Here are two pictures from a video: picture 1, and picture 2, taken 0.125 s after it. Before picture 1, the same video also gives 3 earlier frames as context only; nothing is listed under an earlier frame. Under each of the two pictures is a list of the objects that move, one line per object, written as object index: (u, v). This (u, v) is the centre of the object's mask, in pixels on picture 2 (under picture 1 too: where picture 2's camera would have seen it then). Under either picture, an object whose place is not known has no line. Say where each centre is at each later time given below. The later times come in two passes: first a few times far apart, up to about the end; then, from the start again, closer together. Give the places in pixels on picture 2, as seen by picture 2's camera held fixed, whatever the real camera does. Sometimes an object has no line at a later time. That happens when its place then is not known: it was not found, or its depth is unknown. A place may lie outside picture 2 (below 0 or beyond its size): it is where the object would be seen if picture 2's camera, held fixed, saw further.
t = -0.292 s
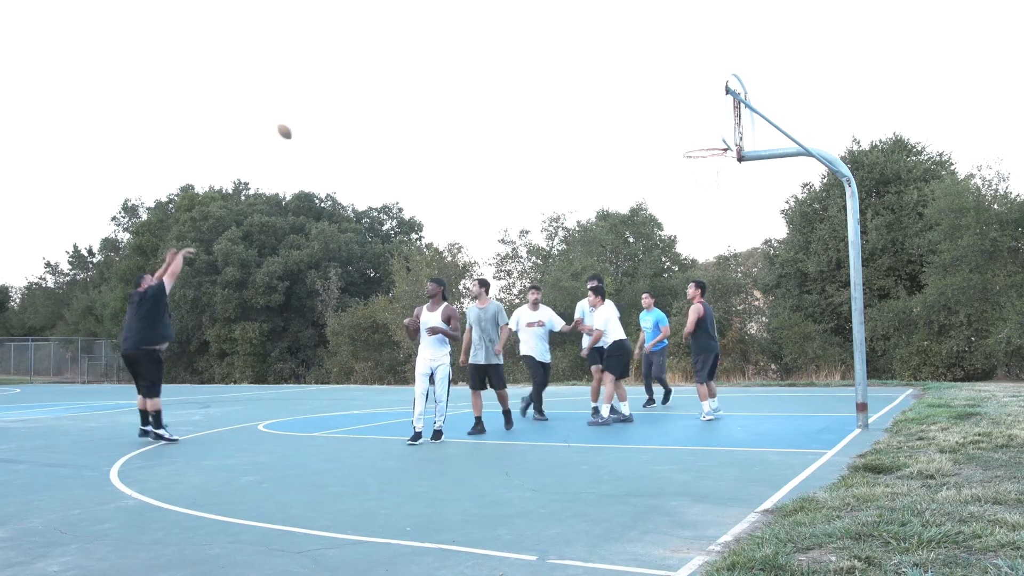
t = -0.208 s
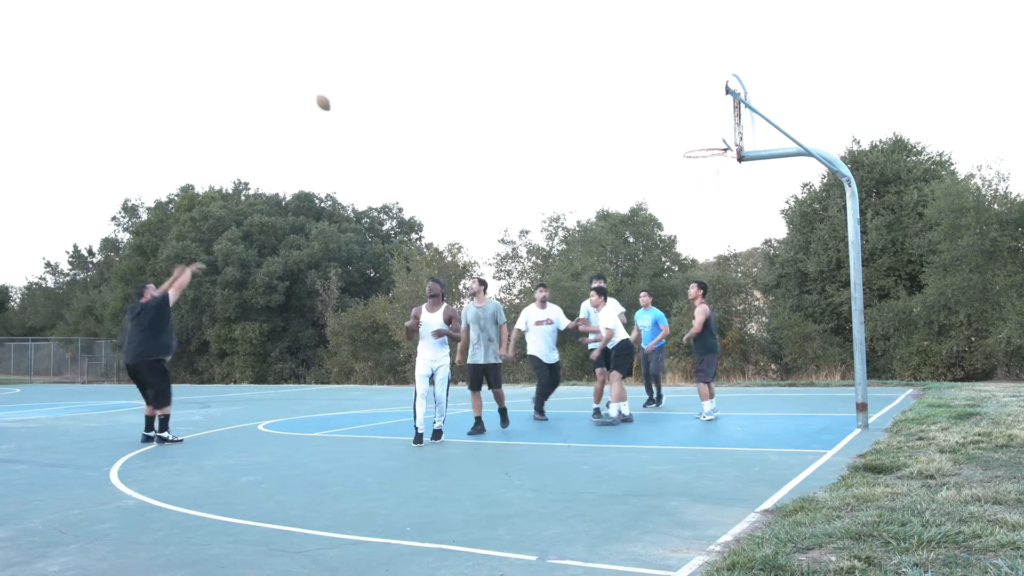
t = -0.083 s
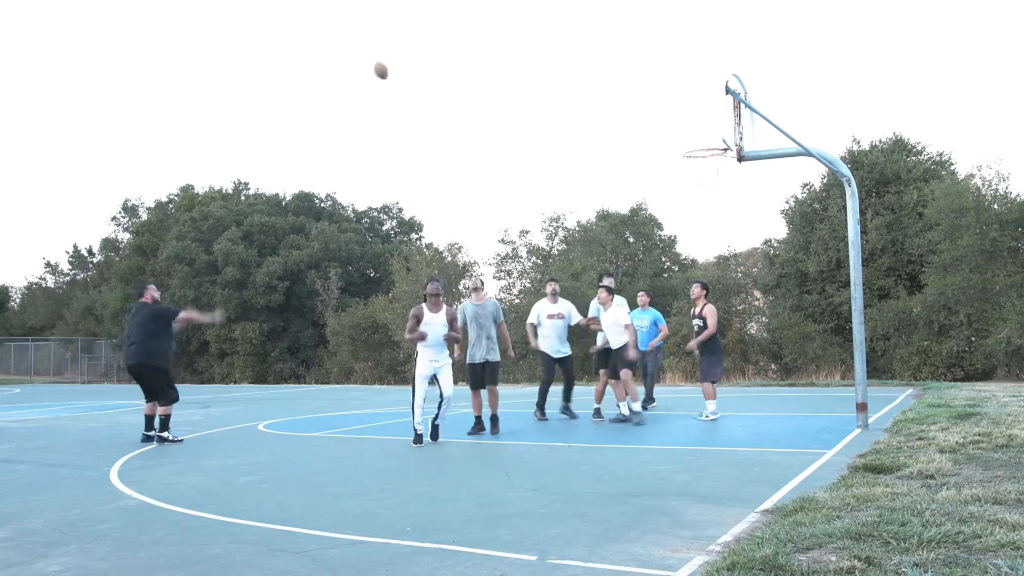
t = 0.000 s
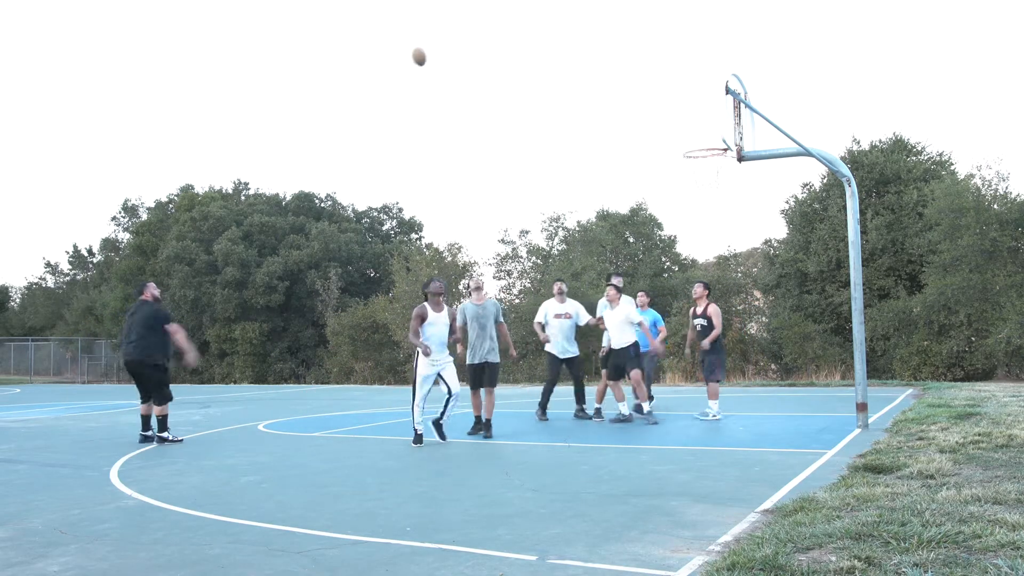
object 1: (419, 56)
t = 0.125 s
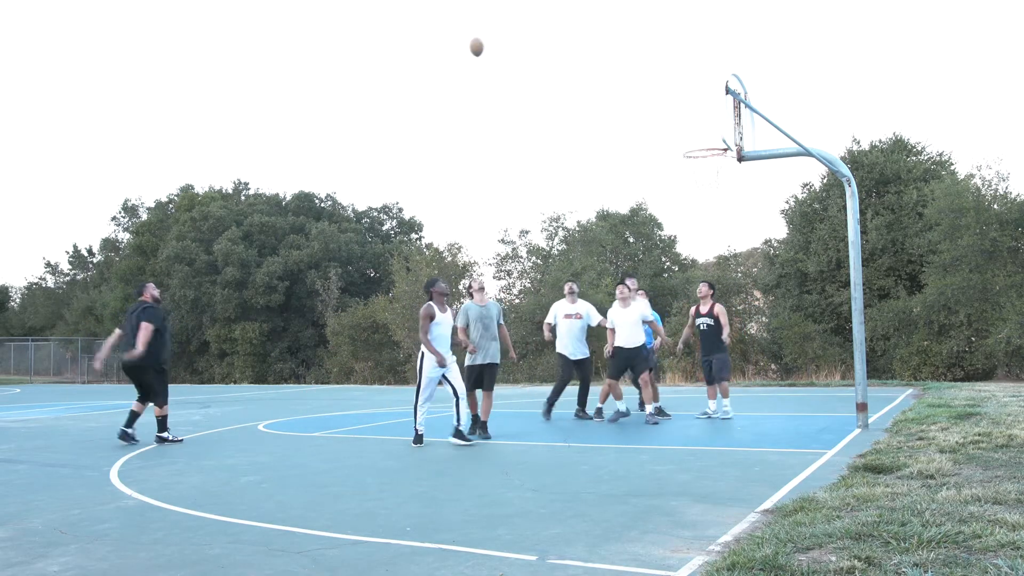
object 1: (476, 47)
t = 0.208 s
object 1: (514, 48)
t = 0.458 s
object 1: (630, 86)
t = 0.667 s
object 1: (709, 154)
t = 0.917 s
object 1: (717, 217)
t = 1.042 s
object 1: (730, 267)
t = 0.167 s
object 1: (495, 47)
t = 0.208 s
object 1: (514, 48)
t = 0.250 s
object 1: (534, 50)
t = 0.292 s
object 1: (553, 55)
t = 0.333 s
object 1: (572, 60)
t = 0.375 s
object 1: (591, 67)
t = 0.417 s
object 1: (611, 76)
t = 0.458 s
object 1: (630, 86)
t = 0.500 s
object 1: (649, 98)
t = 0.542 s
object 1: (669, 111)
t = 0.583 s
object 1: (687, 126)
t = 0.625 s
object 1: (707, 141)
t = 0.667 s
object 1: (709, 154)
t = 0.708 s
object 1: (695, 160)
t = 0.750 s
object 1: (698, 170)
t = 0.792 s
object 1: (703, 180)
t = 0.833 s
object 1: (707, 190)
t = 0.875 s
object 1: (712, 203)
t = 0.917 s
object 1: (717, 217)
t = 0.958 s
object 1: (721, 233)
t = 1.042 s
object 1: (730, 267)
